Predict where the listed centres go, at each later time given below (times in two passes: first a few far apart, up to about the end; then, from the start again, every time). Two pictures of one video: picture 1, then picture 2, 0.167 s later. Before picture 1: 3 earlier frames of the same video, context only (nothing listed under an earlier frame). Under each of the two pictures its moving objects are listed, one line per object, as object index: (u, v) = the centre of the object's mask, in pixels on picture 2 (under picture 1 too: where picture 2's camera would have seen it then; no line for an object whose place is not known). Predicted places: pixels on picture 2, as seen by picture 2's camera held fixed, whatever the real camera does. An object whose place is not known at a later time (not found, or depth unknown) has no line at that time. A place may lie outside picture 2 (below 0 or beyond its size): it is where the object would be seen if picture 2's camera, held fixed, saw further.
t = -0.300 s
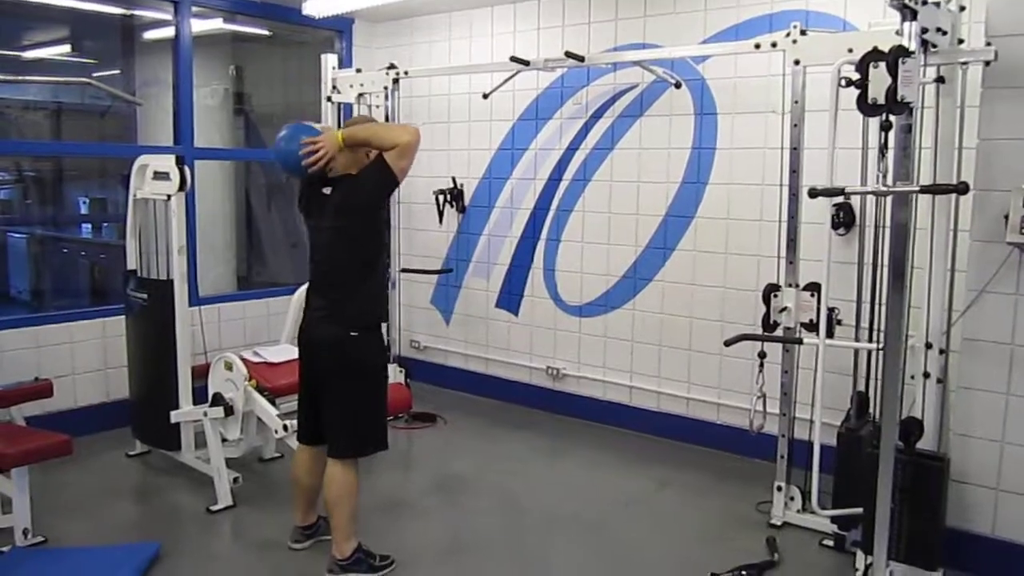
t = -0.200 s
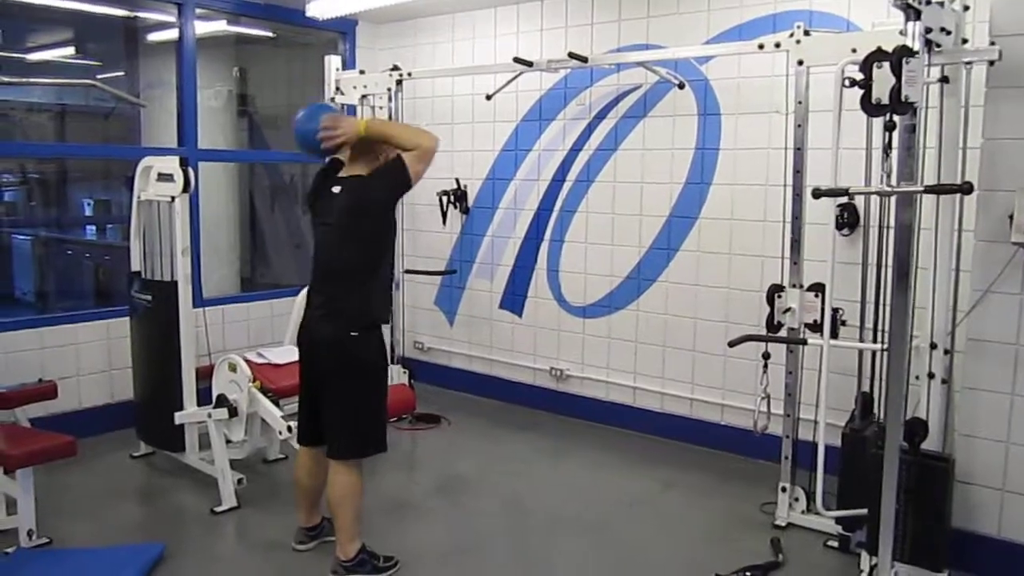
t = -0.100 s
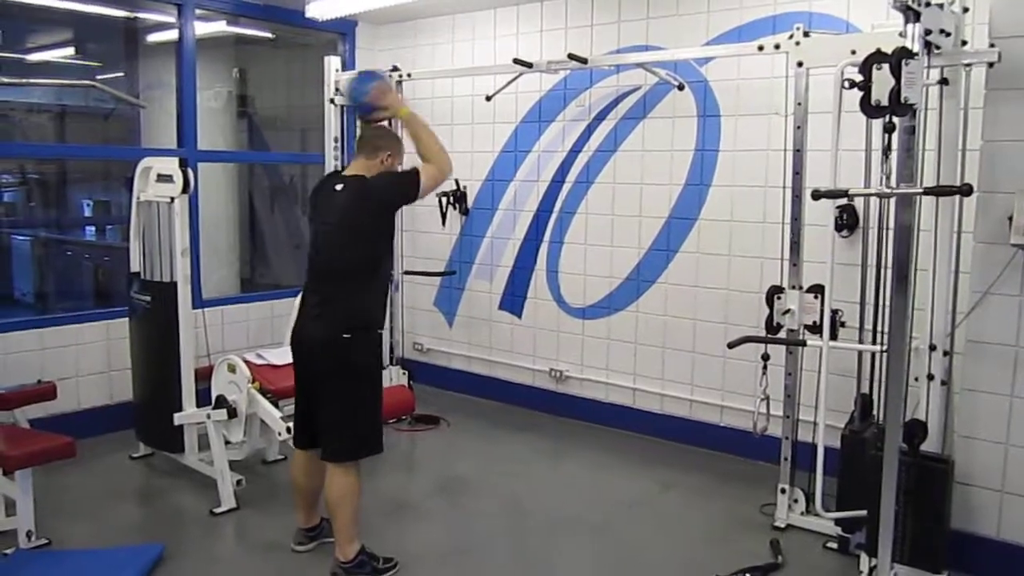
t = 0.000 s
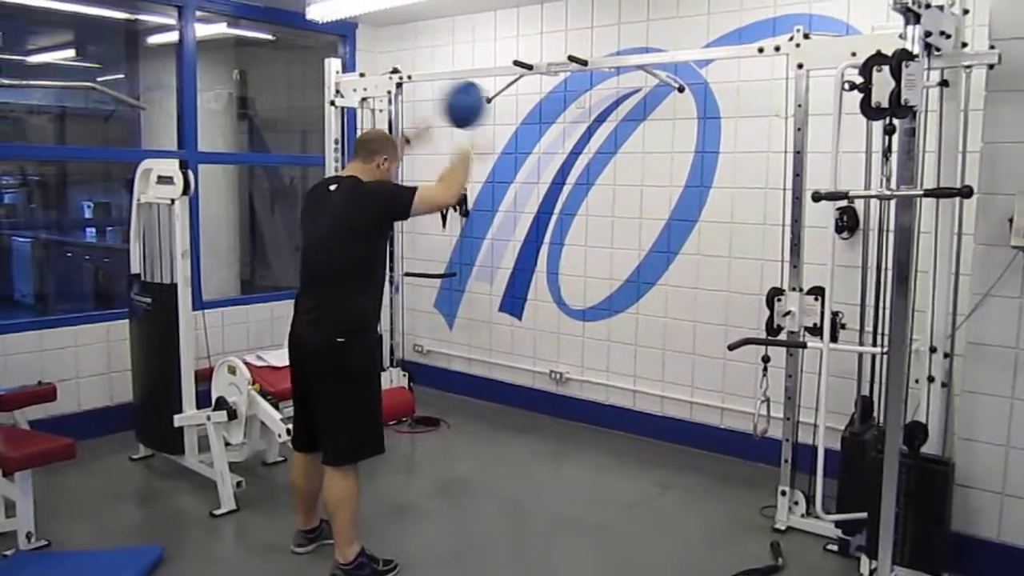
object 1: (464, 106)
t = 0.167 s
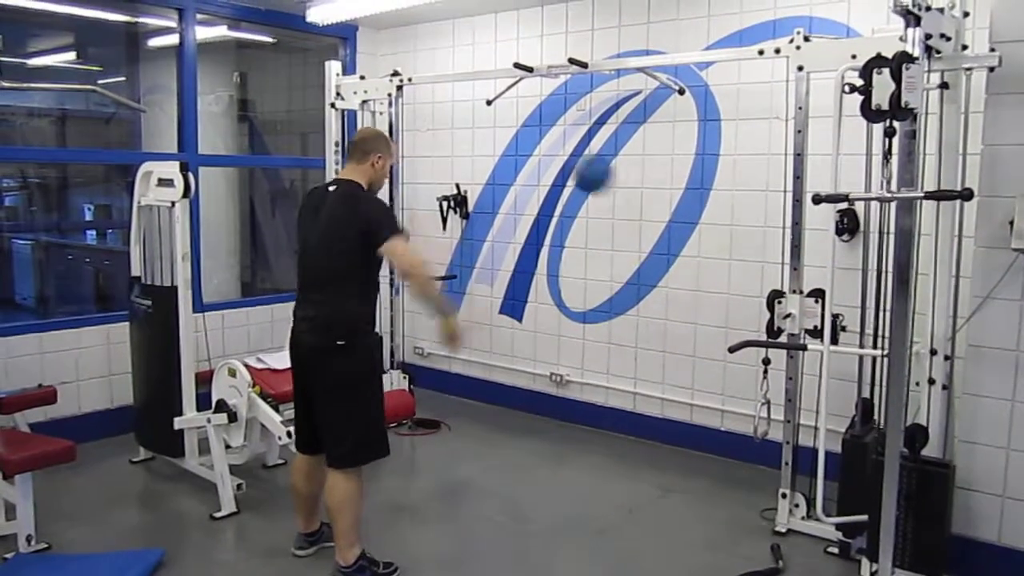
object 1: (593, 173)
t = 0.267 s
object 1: (650, 226)
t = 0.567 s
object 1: (558, 423)
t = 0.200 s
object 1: (613, 190)
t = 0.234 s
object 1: (632, 208)
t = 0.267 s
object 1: (650, 226)
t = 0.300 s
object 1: (663, 244)
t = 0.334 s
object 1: (652, 256)
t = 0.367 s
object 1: (639, 272)
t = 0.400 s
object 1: (627, 290)
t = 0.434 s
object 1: (614, 312)
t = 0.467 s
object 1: (602, 336)
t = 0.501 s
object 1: (588, 360)
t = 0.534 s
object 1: (574, 391)
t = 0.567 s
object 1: (558, 423)
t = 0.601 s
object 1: (542, 460)
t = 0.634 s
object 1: (525, 502)
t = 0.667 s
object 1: (513, 487)
